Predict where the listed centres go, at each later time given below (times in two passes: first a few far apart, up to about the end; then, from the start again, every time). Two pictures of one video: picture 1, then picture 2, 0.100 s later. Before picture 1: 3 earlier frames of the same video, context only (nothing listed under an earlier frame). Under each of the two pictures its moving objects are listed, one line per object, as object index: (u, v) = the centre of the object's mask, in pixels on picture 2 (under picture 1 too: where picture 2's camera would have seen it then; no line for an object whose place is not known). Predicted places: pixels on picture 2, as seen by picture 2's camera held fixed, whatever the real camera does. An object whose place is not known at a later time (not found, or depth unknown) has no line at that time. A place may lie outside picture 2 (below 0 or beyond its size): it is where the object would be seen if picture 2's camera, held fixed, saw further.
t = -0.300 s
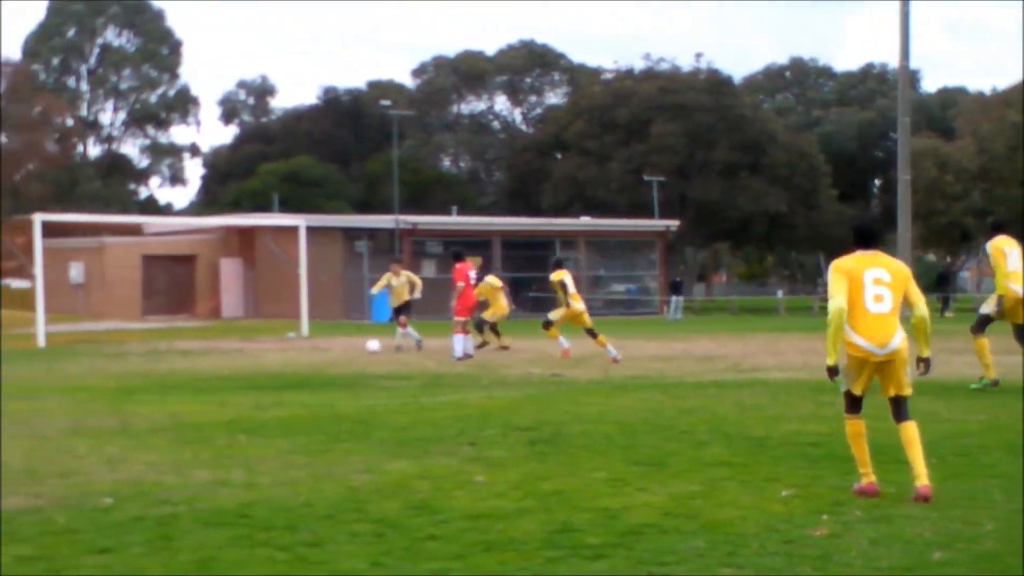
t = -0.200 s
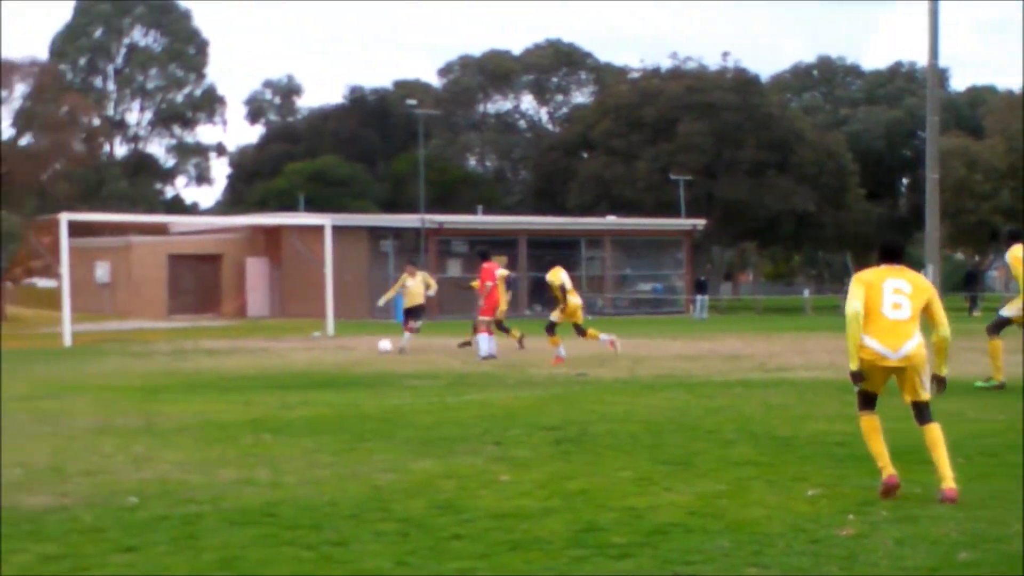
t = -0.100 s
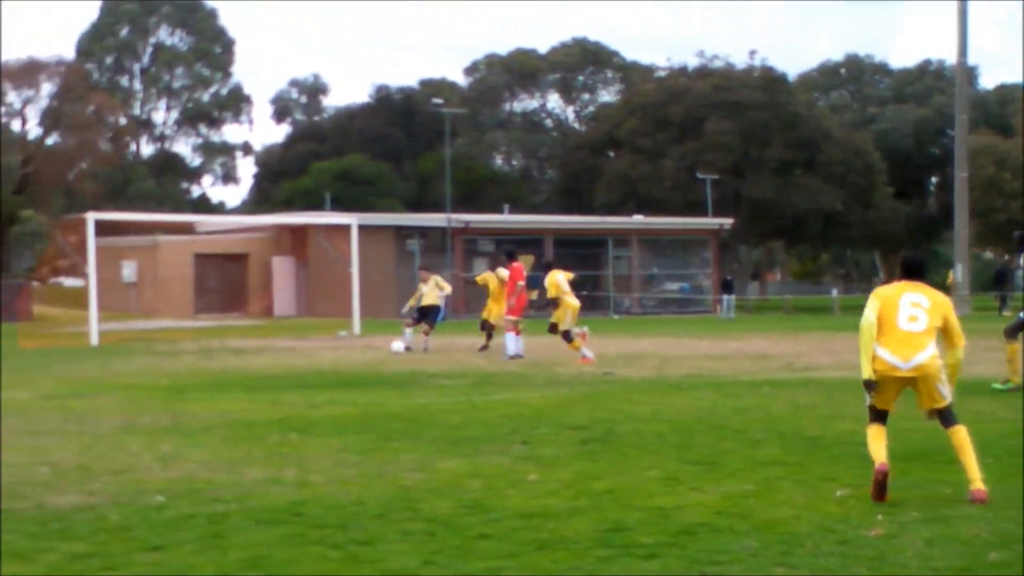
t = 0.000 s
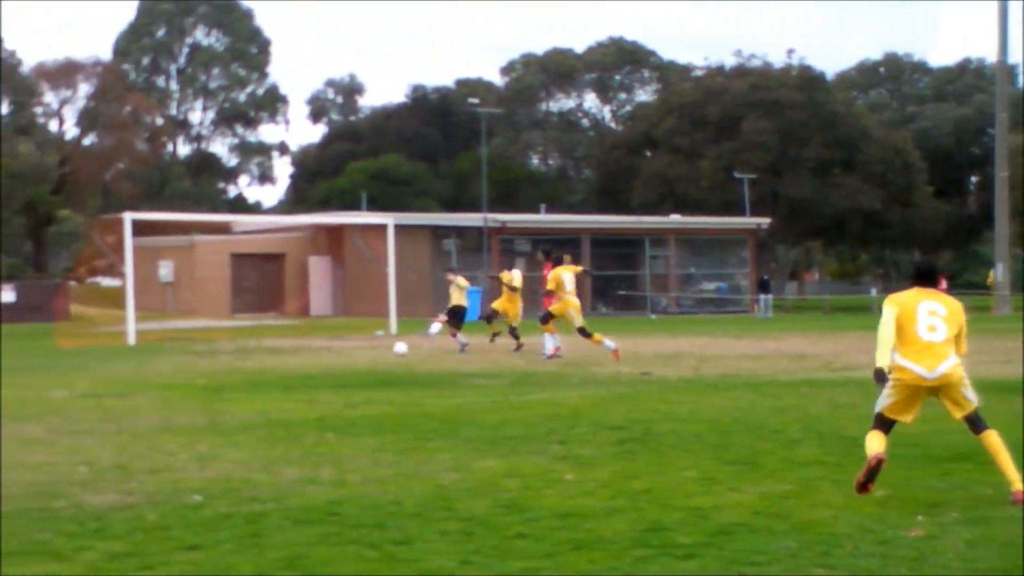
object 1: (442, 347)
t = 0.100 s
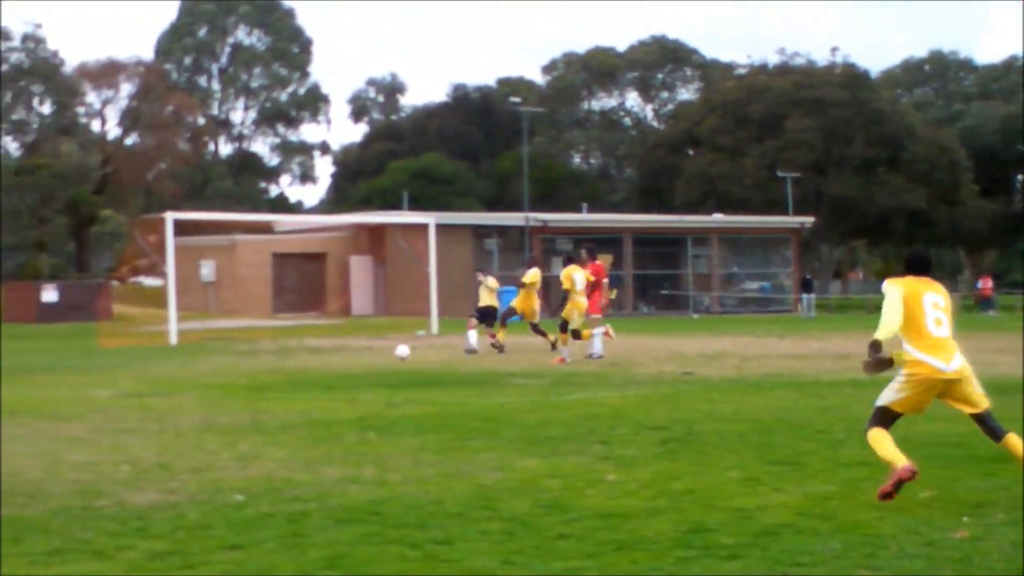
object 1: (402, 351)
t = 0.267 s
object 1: (335, 360)
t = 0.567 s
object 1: (211, 372)
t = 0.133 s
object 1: (389, 353)
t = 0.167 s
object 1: (375, 355)
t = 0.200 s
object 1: (362, 357)
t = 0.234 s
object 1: (348, 358)
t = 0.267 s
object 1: (335, 360)
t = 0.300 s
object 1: (322, 362)
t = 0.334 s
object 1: (308, 362)
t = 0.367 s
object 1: (294, 365)
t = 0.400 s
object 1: (281, 366)
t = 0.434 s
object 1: (268, 366)
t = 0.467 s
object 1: (253, 368)
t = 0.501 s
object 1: (239, 370)
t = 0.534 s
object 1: (225, 370)
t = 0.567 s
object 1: (211, 372)
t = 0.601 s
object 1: (196, 374)
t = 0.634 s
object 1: (183, 373)
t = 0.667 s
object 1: (169, 375)
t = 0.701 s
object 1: (154, 377)
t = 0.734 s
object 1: (140, 380)
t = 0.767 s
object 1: (127, 380)
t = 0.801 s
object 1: (112, 381)
